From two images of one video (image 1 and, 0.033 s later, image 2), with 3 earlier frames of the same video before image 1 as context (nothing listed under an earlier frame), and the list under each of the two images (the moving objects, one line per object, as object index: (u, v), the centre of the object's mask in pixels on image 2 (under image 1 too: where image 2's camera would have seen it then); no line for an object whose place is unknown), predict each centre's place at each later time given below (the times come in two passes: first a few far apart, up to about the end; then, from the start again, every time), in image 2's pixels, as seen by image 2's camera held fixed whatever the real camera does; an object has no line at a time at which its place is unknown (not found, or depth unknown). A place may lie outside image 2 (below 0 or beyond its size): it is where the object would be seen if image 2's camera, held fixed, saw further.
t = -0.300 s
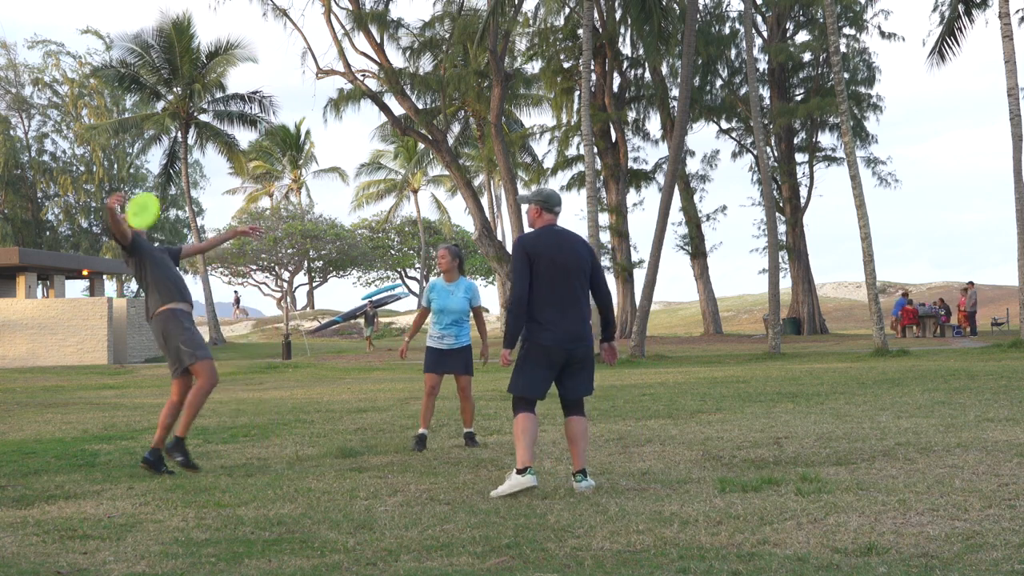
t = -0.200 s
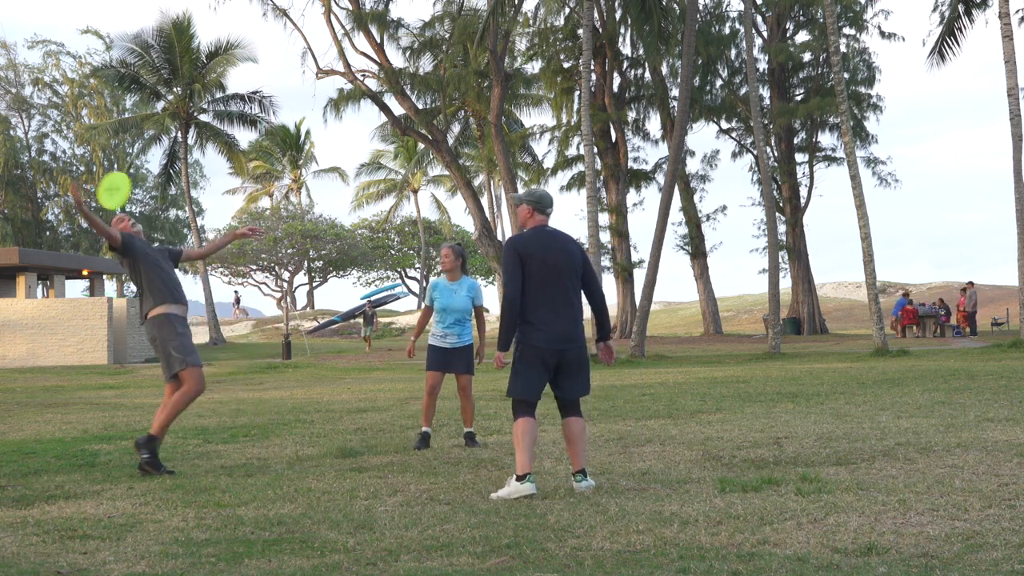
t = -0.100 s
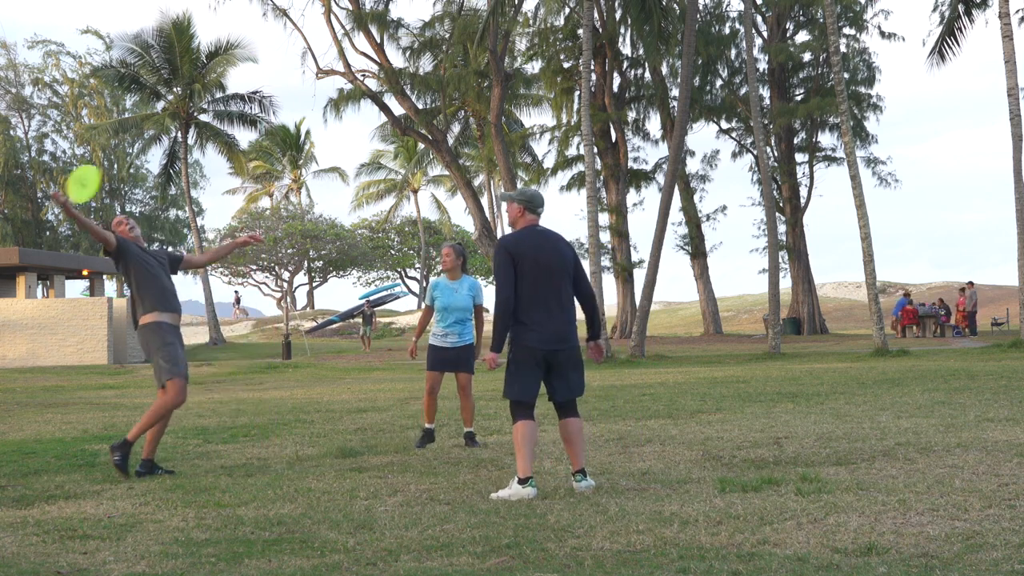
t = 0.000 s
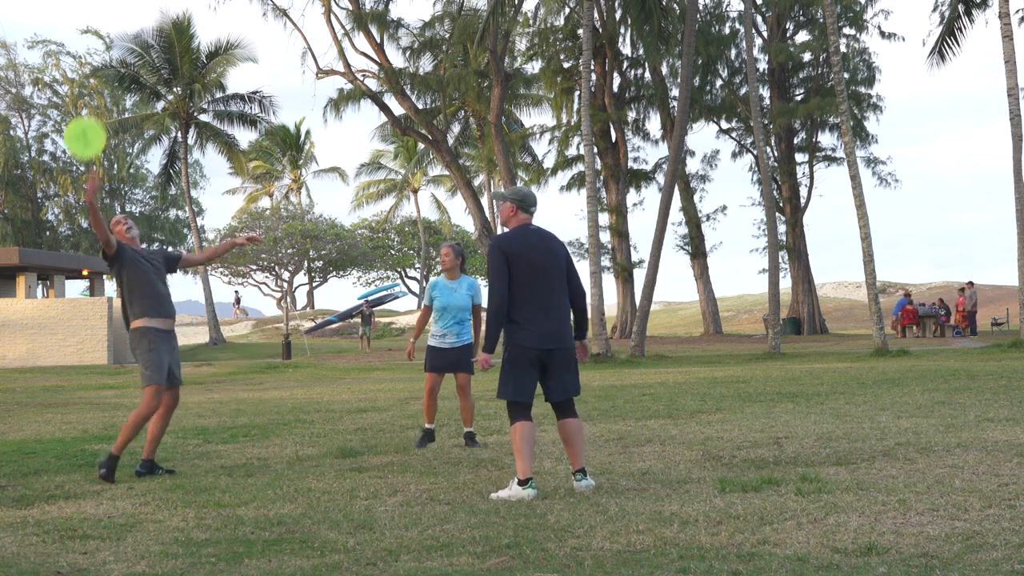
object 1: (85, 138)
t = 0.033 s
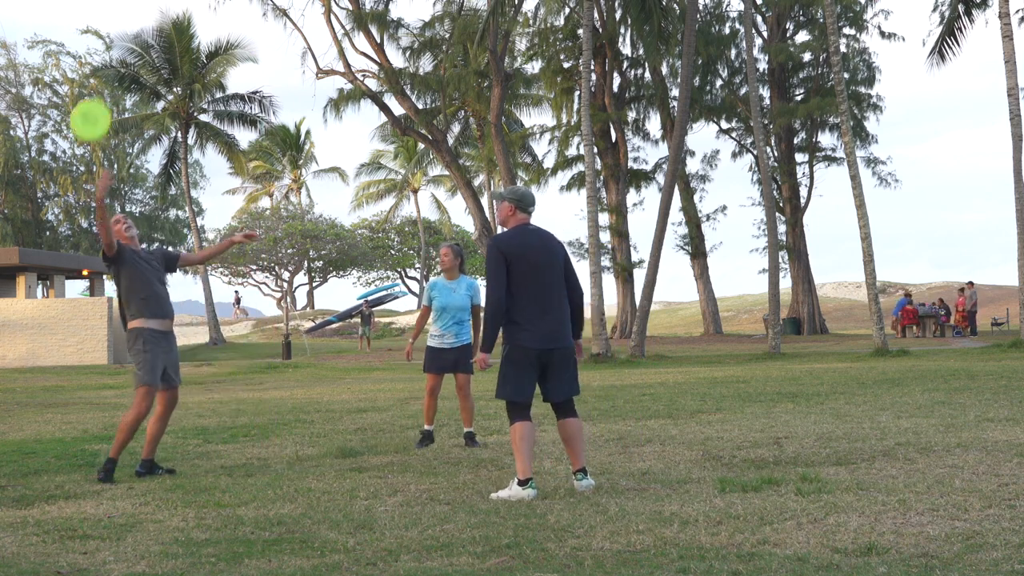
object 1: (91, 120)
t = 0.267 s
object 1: (123, 36)
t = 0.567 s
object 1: (160, 47)
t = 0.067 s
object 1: (96, 102)
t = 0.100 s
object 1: (101, 87)
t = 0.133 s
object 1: (105, 74)
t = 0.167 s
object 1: (109, 63)
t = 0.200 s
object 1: (114, 52)
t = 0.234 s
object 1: (119, 43)
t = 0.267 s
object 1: (123, 36)
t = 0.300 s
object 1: (127, 30)
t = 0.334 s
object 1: (132, 27)
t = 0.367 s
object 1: (136, 24)
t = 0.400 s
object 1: (140, 23)
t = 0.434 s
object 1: (144, 25)
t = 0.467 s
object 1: (148, 28)
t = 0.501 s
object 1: (153, 32)
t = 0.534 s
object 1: (156, 39)
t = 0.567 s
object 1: (160, 47)
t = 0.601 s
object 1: (164, 57)
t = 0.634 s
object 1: (168, 68)
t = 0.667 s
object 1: (172, 81)
